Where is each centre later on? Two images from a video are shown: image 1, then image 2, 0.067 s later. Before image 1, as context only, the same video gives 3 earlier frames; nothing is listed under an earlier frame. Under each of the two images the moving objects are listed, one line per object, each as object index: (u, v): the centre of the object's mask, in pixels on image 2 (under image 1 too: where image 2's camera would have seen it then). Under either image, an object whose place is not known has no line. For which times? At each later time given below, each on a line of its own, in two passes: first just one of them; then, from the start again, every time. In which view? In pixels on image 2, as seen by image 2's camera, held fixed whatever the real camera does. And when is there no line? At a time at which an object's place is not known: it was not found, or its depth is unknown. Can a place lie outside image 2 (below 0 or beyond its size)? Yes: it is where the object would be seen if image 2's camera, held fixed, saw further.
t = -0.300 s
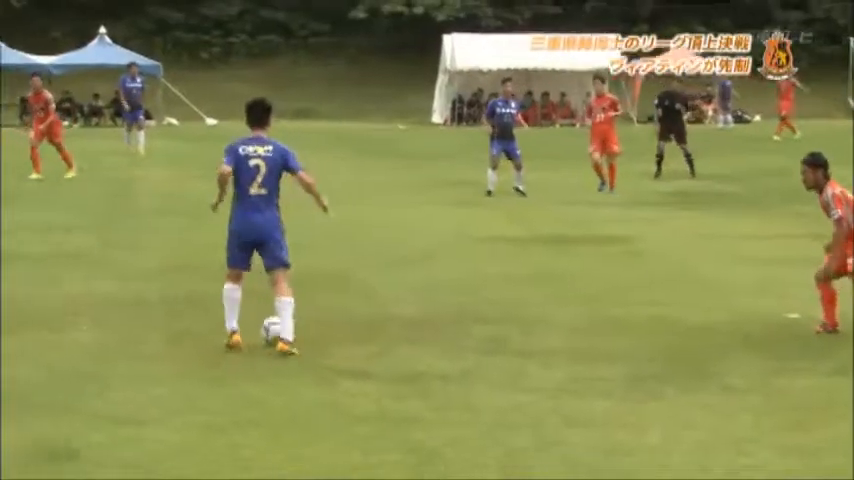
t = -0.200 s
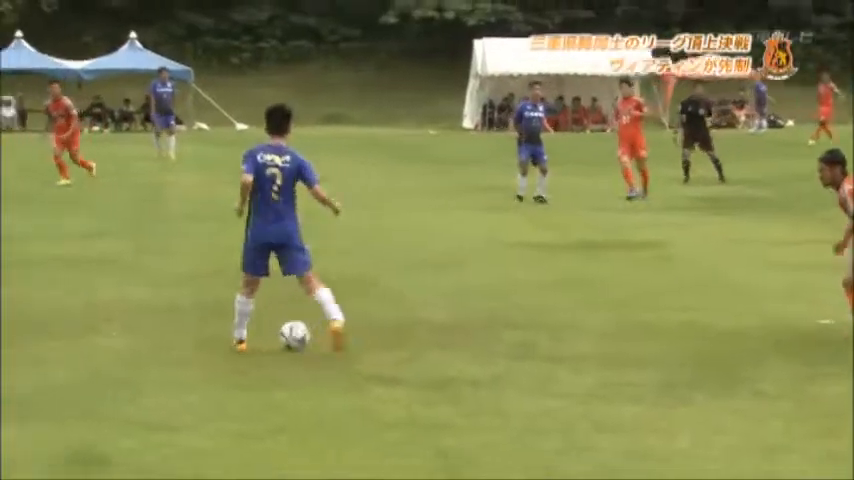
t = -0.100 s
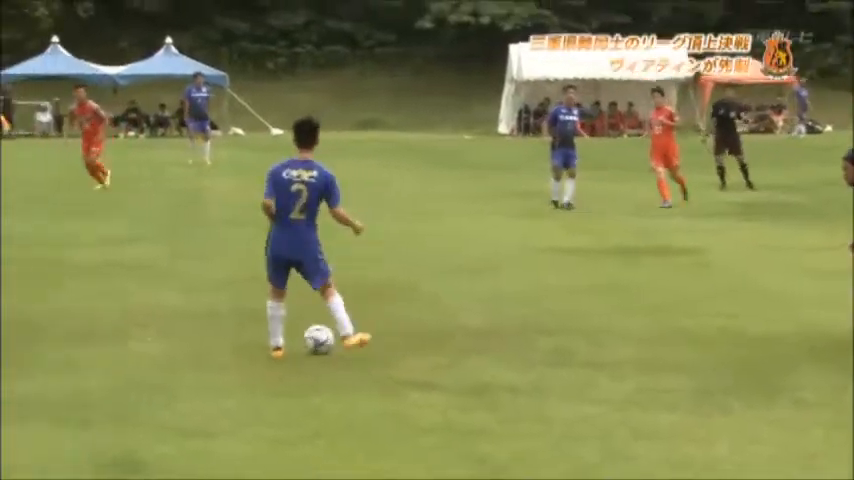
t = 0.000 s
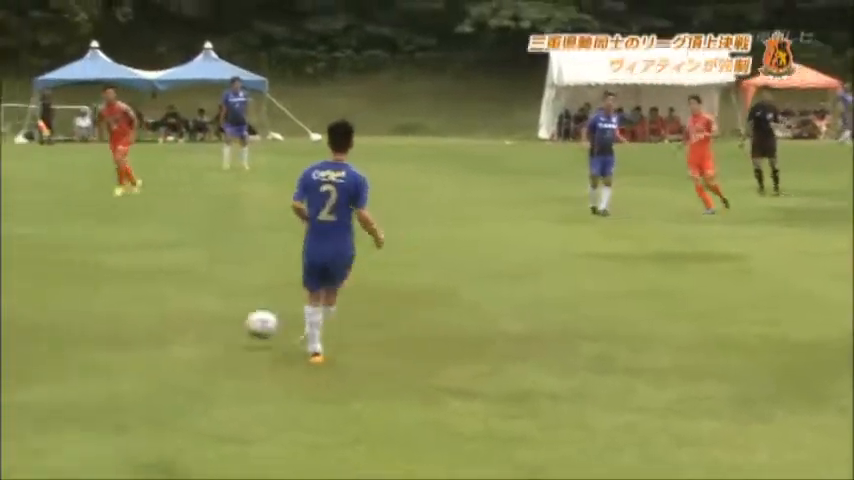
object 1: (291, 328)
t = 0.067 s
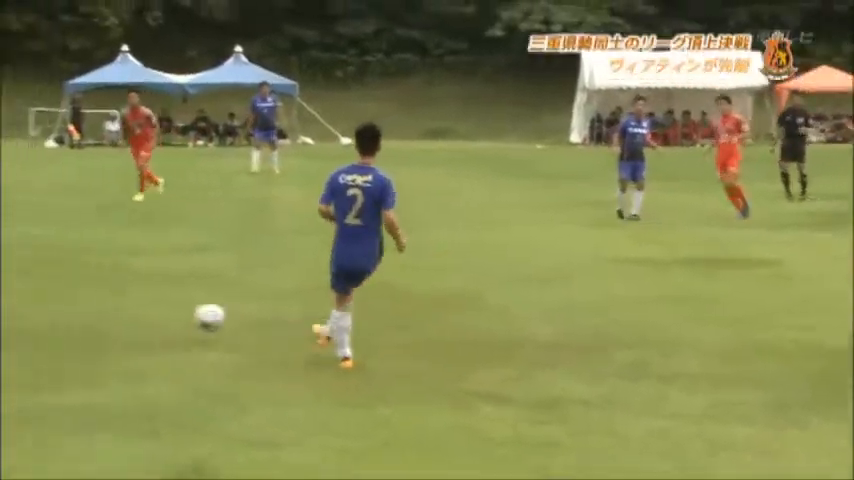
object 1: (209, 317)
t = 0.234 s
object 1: (25, 310)
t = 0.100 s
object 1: (170, 313)
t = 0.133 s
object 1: (133, 311)
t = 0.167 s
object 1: (96, 310)
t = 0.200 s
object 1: (59, 311)
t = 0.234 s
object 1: (25, 310)
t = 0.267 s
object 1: (-8, 304)
